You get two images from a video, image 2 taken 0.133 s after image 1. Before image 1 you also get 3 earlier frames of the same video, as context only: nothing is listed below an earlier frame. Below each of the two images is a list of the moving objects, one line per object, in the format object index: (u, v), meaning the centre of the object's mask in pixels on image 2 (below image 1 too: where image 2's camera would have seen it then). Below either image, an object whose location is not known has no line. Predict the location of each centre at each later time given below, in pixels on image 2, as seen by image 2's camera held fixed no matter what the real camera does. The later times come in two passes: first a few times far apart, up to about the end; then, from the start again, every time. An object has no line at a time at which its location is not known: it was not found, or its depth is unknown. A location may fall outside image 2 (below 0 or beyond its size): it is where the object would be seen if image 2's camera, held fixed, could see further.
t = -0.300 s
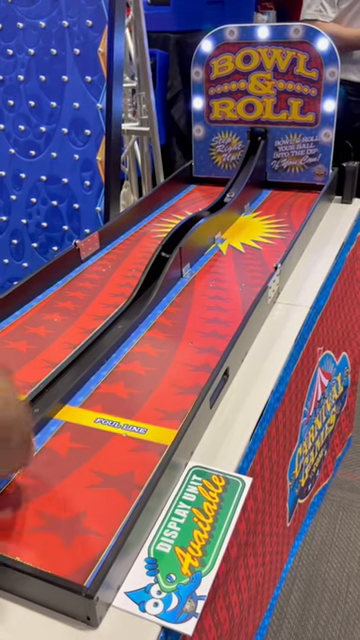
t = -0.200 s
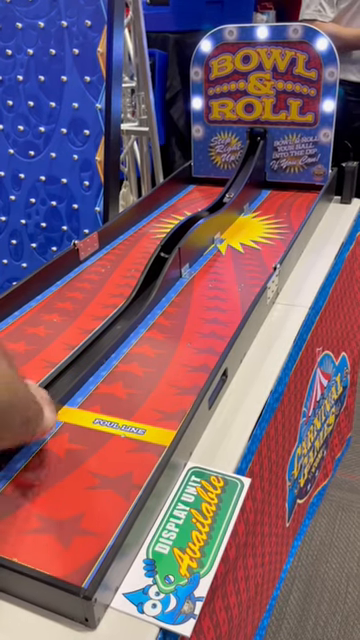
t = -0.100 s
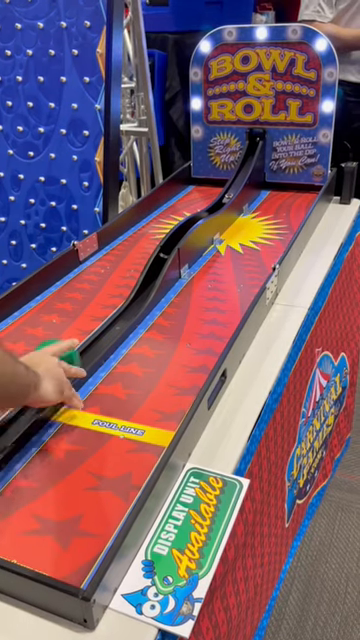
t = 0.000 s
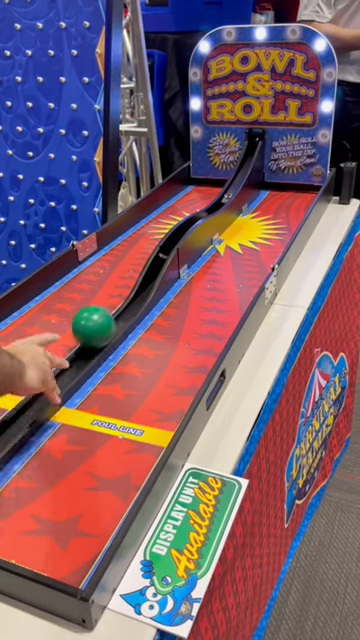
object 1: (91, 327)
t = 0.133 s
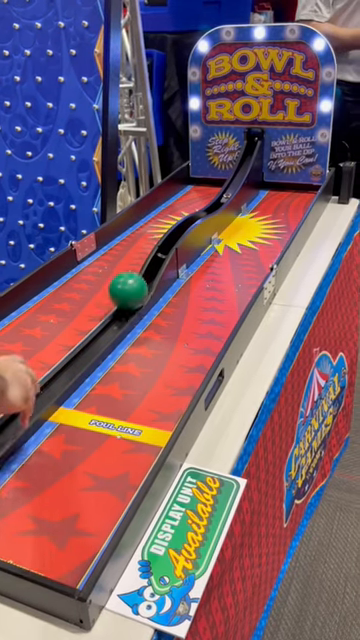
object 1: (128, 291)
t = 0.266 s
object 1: (148, 256)
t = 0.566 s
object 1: (170, 223)
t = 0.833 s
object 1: (178, 214)
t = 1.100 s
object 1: (181, 211)
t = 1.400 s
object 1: (184, 209)
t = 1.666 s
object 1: (186, 207)
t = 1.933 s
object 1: (189, 205)
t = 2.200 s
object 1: (196, 202)
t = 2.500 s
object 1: (211, 194)
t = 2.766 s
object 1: (226, 180)
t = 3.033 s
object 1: (233, 171)
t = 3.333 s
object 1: (228, 177)
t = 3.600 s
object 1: (216, 191)
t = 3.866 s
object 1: (201, 200)
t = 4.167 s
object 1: (193, 203)
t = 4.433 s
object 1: (191, 204)
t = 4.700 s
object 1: (194, 202)
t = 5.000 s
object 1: (205, 198)
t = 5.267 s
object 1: (221, 187)
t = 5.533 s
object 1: (230, 174)
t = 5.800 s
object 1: (231, 173)
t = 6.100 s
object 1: (221, 186)
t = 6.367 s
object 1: (206, 197)
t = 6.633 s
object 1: (196, 201)
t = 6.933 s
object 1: (194, 202)
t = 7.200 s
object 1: (198, 200)
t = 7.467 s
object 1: (210, 195)
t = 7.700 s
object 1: (222, 184)
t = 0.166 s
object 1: (134, 282)
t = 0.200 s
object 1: (140, 273)
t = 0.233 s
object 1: (144, 263)
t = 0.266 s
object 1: (148, 256)
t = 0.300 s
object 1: (152, 249)
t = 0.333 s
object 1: (155, 244)
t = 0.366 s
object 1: (158, 240)
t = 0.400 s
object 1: (160, 236)
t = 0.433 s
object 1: (163, 232)
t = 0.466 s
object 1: (165, 230)
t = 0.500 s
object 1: (167, 228)
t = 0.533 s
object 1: (168, 225)
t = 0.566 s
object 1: (170, 223)
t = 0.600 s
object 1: (171, 221)
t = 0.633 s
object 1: (172, 220)
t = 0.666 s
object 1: (173, 219)
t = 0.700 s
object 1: (175, 217)
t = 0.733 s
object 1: (176, 217)
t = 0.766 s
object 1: (176, 216)
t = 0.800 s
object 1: (177, 215)
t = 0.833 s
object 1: (178, 214)
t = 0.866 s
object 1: (178, 214)
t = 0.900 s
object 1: (179, 213)
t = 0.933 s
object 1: (180, 213)
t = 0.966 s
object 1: (180, 212)
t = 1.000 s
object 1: (181, 212)
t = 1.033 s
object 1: (181, 212)
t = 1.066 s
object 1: (181, 211)
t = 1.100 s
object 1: (181, 211)
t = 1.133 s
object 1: (182, 211)
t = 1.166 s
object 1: (182, 210)
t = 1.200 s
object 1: (183, 210)
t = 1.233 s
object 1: (183, 210)
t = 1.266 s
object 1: (183, 210)
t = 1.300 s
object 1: (183, 210)
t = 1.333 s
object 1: (183, 209)
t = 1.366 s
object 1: (184, 209)
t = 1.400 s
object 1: (184, 209)
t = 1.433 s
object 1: (184, 209)
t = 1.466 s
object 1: (184, 209)
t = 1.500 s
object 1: (185, 208)
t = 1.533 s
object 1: (185, 208)
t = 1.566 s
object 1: (185, 208)
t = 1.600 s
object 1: (185, 208)
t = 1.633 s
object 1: (186, 208)
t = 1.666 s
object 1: (186, 207)
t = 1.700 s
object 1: (187, 207)
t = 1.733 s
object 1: (187, 207)
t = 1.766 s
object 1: (187, 207)
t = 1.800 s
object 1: (187, 206)
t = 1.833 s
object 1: (188, 206)
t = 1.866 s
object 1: (188, 206)
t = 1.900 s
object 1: (189, 205)
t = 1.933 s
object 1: (189, 205)
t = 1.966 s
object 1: (190, 205)
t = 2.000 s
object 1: (191, 204)
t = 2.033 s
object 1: (191, 204)
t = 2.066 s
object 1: (192, 204)
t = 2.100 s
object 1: (193, 203)
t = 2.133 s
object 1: (194, 203)
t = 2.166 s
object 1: (195, 202)
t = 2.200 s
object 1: (196, 202)
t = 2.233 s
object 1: (197, 201)
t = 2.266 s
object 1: (199, 200)
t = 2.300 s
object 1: (200, 199)
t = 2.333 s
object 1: (201, 199)
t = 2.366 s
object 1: (203, 199)
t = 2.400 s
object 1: (205, 198)
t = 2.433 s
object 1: (207, 197)
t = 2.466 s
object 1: (209, 196)
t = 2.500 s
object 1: (211, 194)
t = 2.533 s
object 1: (213, 193)
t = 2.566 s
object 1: (215, 192)
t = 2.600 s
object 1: (217, 190)
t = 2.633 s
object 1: (219, 188)
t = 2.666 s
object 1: (221, 187)
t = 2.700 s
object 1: (222, 185)
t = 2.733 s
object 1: (224, 182)
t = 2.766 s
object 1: (226, 180)
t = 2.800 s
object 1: (227, 179)
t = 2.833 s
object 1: (228, 177)
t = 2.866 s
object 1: (229, 176)
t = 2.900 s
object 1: (230, 174)
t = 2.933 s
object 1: (231, 173)
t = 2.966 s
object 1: (232, 172)
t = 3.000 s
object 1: (232, 171)
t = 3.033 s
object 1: (233, 171)
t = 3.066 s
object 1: (233, 170)
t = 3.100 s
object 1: (233, 170)
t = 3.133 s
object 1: (233, 170)
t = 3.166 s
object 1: (233, 171)
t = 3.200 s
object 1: (232, 172)
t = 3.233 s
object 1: (231, 173)
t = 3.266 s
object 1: (230, 174)
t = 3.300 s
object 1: (229, 175)
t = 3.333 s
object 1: (228, 177)
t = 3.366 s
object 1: (228, 178)
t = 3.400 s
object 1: (226, 180)
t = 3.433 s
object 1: (225, 182)
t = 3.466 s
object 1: (223, 184)
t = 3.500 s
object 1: (221, 186)
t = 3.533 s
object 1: (219, 187)
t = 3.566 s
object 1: (218, 189)
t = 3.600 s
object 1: (216, 191)
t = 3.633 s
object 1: (214, 192)
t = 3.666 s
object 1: (212, 194)
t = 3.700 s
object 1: (210, 195)
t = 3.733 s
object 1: (208, 196)
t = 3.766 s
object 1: (207, 197)
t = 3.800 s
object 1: (204, 198)
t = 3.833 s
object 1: (203, 199)
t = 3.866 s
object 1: (201, 200)
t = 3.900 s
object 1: (200, 200)
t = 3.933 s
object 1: (199, 200)
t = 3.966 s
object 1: (197, 201)
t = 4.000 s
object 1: (196, 201)
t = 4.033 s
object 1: (195, 201)
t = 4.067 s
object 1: (195, 202)
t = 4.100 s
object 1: (194, 202)
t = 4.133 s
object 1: (193, 203)
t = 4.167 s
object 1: (193, 203)
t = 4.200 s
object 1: (192, 203)
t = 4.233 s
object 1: (192, 203)
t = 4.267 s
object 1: (192, 203)
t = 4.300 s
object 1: (191, 203)
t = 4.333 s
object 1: (191, 203)
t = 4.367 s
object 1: (191, 203)
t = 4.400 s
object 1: (191, 204)
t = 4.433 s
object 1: (191, 204)
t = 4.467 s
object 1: (191, 203)
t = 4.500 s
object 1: (191, 203)
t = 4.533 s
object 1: (192, 203)
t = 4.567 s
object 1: (192, 203)
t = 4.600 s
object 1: (192, 203)
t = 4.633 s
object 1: (193, 203)
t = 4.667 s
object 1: (193, 203)
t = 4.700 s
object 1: (194, 202)
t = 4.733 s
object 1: (195, 202)
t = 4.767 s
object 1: (196, 201)
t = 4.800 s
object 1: (197, 201)
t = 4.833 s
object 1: (198, 200)
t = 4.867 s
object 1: (199, 200)
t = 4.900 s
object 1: (201, 200)
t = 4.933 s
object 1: (202, 199)
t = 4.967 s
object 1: (204, 199)
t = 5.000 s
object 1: (205, 198)
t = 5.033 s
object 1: (207, 197)
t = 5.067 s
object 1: (209, 195)
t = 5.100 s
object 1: (211, 195)
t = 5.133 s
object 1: (213, 193)
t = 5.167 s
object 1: (215, 191)
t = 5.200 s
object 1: (217, 190)
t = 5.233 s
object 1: (218, 188)
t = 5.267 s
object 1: (221, 187)
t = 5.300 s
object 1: (222, 185)
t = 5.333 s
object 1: (224, 183)
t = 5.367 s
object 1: (225, 181)
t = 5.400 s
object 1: (227, 180)
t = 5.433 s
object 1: (228, 178)
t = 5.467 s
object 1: (229, 176)
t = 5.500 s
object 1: (230, 175)
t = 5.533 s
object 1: (230, 174)
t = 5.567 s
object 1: (231, 173)
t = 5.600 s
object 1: (231, 172)
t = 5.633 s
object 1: (231, 172)
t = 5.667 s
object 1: (232, 172)
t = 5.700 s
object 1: (232, 172)
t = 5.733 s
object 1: (232, 171)
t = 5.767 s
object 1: (231, 172)
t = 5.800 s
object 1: (231, 173)
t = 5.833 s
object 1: (230, 174)
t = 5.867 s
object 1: (230, 175)
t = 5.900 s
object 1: (229, 176)
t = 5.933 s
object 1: (228, 178)
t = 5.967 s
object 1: (227, 179)
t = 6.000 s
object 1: (225, 181)
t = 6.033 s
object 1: (224, 183)
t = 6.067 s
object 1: (222, 185)
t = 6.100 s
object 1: (221, 186)
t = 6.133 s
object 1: (219, 188)
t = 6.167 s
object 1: (218, 190)
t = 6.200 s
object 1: (216, 192)
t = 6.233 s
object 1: (214, 193)
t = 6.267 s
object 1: (212, 194)
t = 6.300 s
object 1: (210, 195)
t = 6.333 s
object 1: (208, 197)
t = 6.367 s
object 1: (206, 197)
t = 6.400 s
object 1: (205, 198)
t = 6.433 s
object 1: (203, 199)
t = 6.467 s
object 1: (202, 199)
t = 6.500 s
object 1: (200, 200)
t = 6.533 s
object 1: (199, 200)
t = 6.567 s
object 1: (198, 200)
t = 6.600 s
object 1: (197, 201)
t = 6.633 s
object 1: (196, 201)
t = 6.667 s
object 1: (196, 201)
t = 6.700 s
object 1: (195, 202)
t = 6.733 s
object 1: (194, 202)
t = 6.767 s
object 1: (194, 202)
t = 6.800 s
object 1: (194, 202)
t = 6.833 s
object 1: (194, 202)
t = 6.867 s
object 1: (194, 202)
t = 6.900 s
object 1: (194, 202)
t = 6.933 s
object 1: (194, 202)
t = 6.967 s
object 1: (194, 202)
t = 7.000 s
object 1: (194, 202)
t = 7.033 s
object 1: (194, 202)
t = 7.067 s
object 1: (195, 202)
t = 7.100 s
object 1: (196, 202)
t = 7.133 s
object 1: (196, 201)
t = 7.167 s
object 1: (197, 201)
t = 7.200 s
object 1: (198, 200)
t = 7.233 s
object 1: (199, 200)
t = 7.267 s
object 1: (201, 200)
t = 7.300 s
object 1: (202, 199)
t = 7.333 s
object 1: (203, 199)
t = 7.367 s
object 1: (205, 198)
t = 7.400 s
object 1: (207, 197)
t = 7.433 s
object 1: (208, 196)
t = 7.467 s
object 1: (210, 195)
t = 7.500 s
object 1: (212, 194)
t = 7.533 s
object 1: (214, 193)
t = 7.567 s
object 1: (216, 191)
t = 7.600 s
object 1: (217, 189)
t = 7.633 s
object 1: (219, 188)
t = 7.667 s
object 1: (221, 187)
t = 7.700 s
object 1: (222, 184)
